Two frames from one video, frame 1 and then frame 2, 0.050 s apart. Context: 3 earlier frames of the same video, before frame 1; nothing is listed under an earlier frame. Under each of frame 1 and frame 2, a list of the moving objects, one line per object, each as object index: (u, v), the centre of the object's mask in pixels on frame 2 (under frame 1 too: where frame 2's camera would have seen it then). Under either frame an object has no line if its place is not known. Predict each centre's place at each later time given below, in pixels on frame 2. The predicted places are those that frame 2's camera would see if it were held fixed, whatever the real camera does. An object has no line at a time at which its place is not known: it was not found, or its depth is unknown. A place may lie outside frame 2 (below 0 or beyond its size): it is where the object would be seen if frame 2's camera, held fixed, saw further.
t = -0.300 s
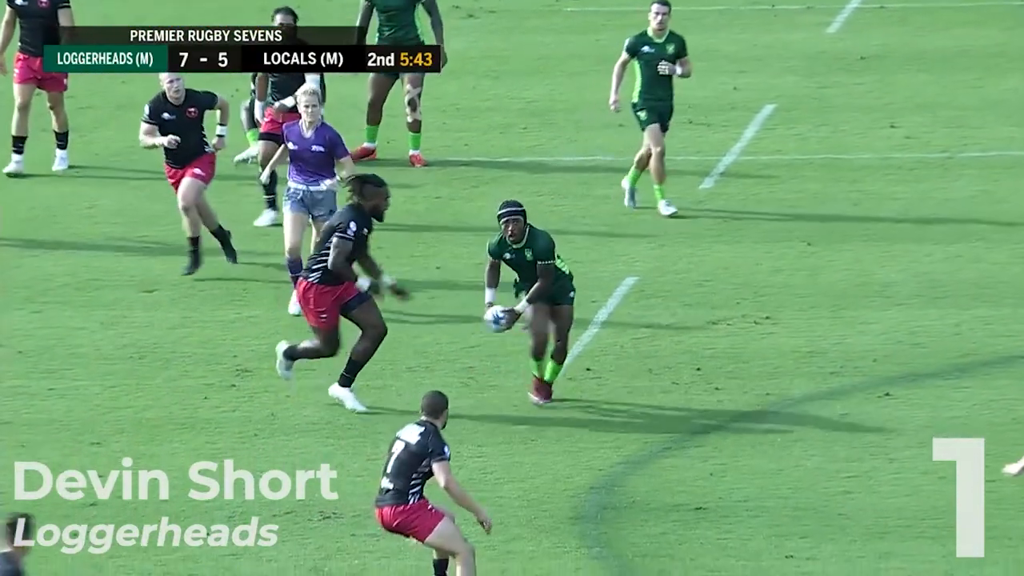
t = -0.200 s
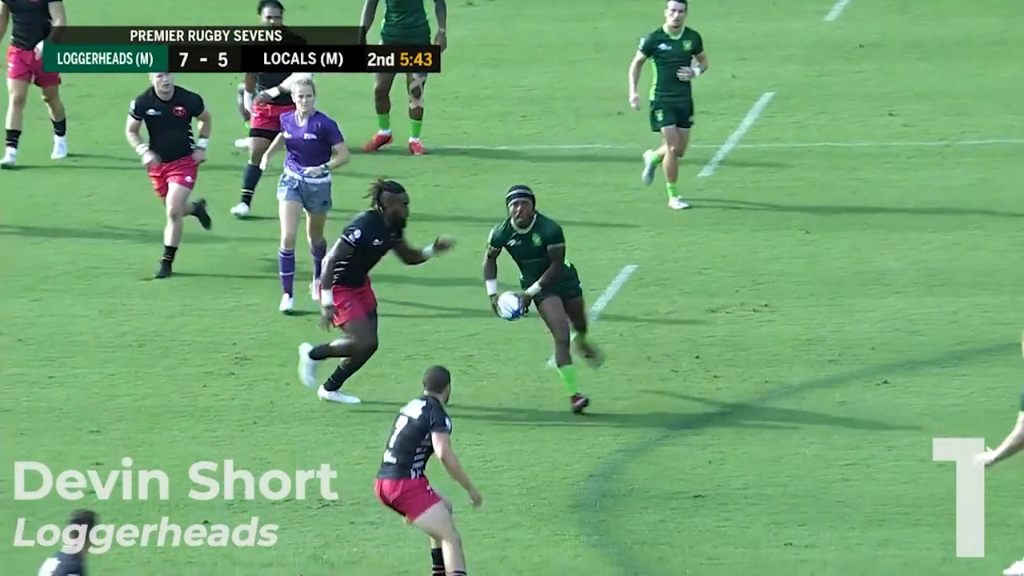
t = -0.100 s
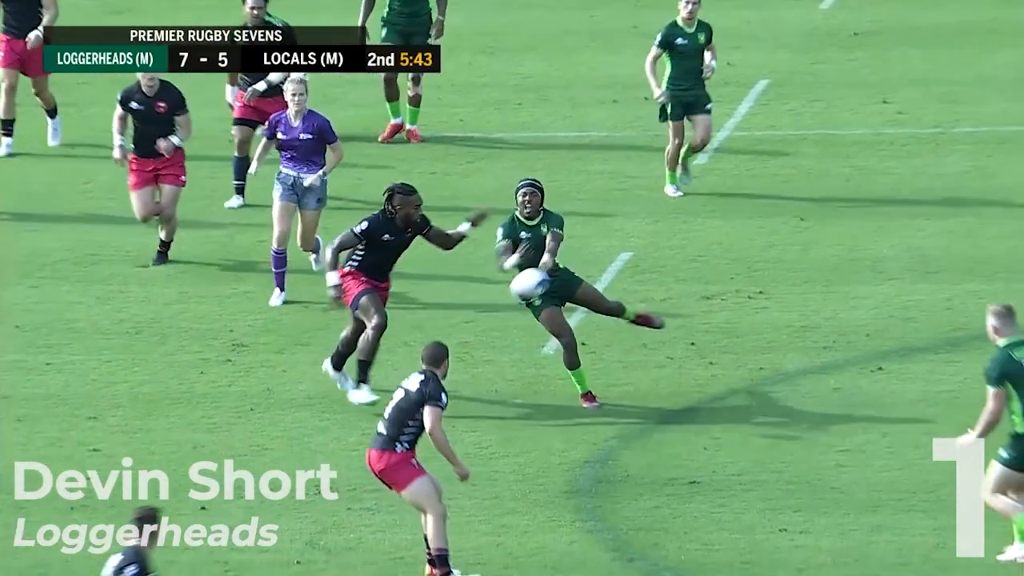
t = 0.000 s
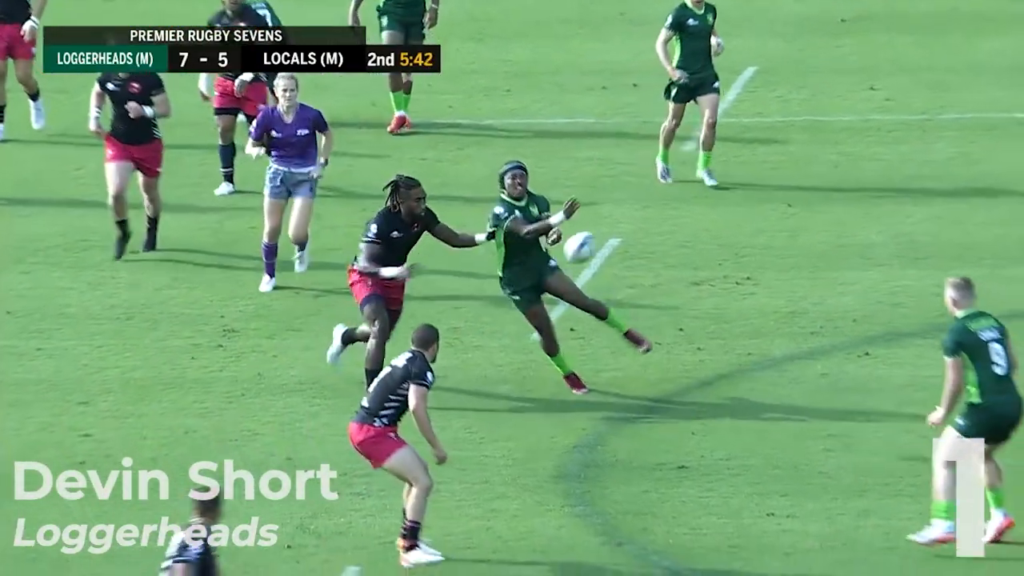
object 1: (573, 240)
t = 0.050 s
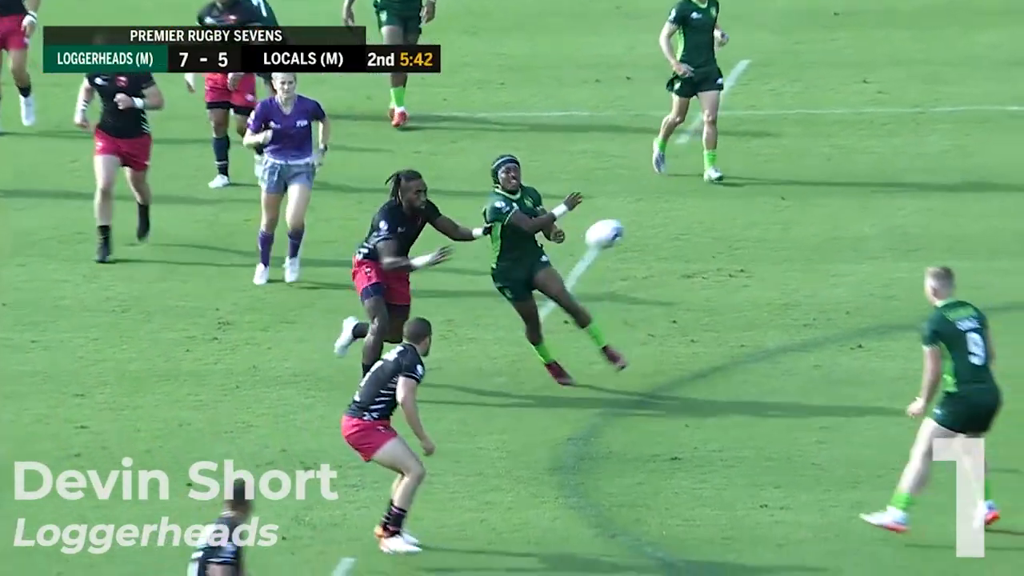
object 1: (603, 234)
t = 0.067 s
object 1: (614, 231)
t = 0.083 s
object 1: (625, 230)
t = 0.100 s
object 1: (636, 230)
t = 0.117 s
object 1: (648, 229)
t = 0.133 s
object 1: (659, 230)
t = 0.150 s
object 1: (669, 230)
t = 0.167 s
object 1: (679, 230)
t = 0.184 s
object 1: (690, 230)
